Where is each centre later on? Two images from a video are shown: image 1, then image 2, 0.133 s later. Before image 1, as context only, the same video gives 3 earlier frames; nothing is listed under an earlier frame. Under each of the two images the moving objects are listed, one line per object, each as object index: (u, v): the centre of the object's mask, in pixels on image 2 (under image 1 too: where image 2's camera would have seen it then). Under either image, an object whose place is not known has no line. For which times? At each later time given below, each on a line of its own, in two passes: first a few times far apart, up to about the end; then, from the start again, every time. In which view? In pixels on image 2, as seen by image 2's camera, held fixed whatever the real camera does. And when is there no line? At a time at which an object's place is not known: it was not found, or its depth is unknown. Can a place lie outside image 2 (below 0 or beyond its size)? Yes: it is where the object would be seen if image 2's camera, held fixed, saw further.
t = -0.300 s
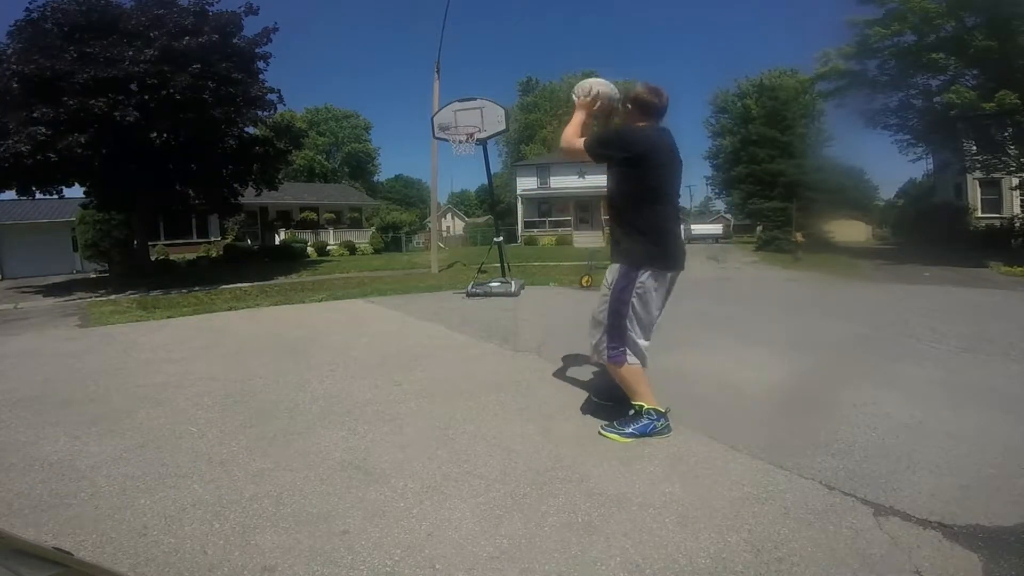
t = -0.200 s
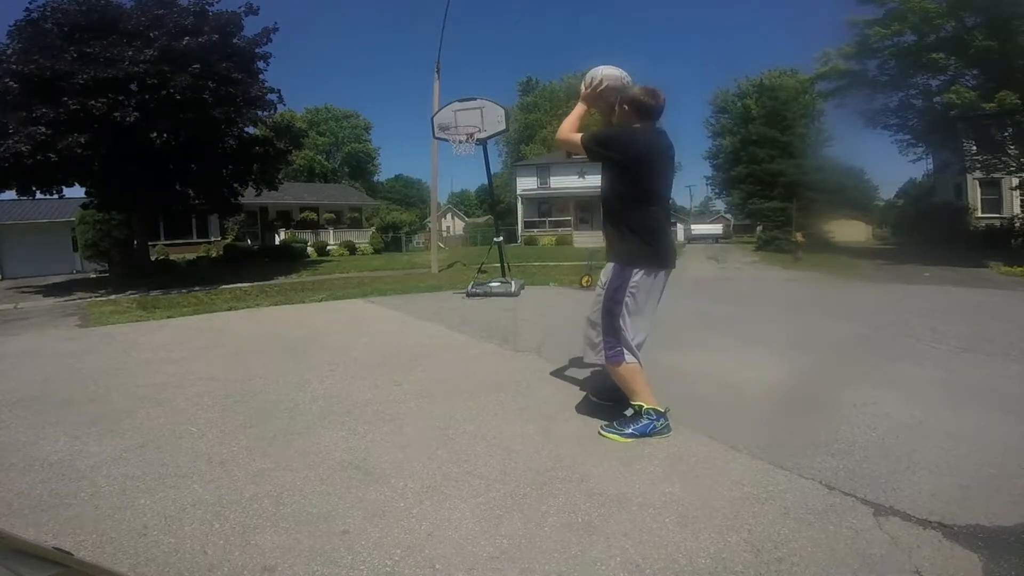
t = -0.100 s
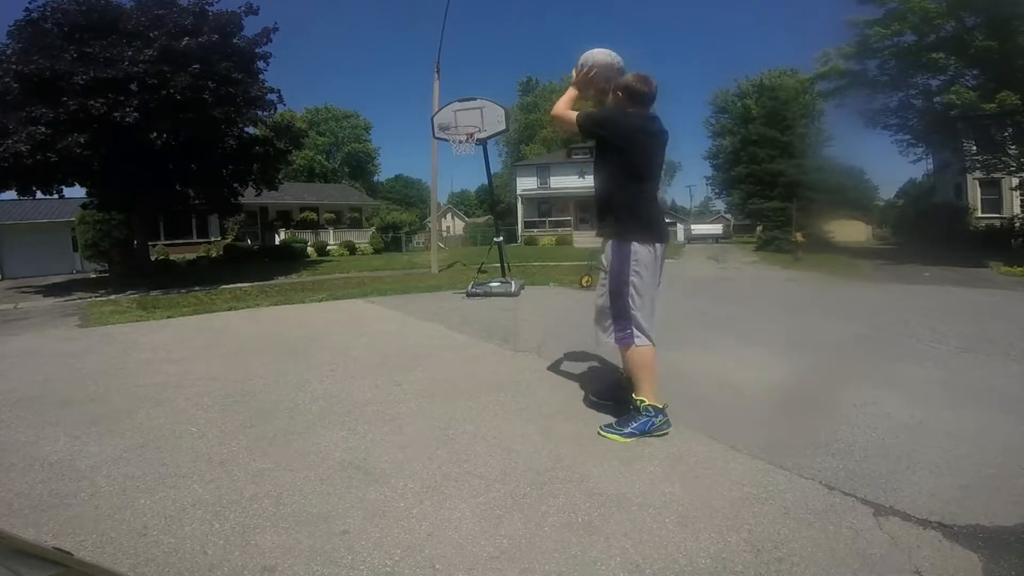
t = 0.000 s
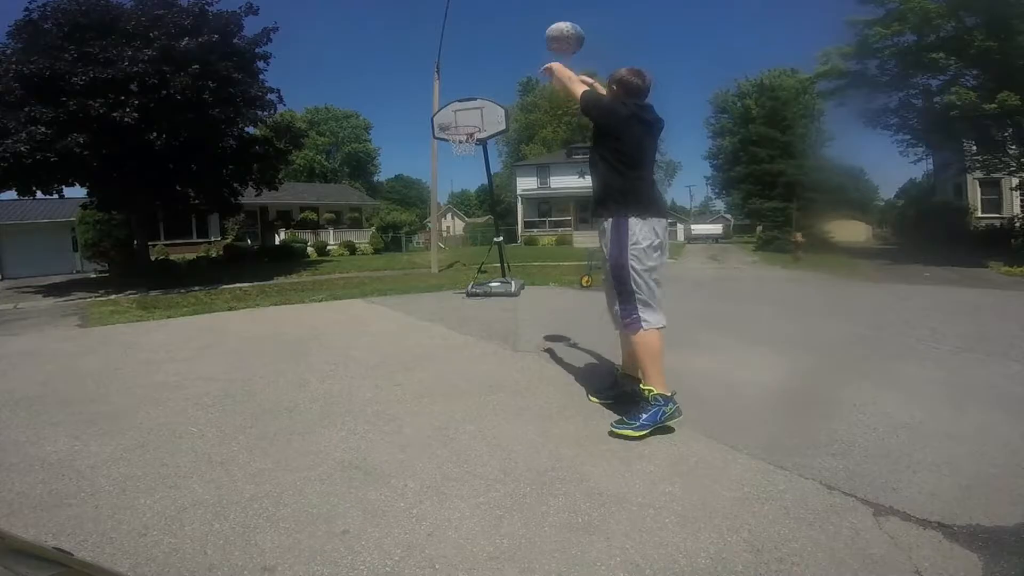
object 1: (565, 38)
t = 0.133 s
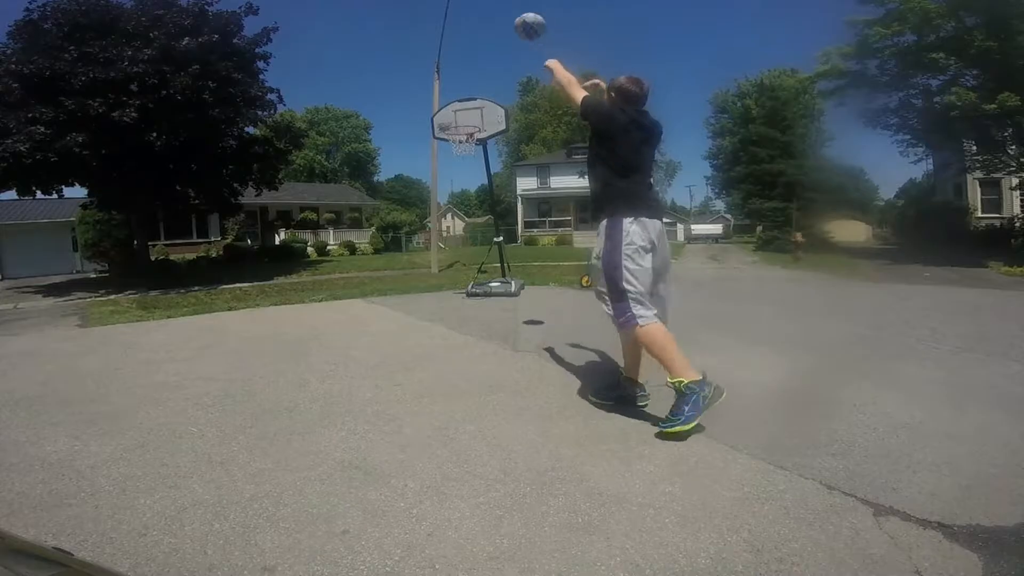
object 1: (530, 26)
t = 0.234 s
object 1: (512, 30)
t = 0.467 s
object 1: (485, 62)
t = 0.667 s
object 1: (469, 110)
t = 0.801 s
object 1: (462, 148)
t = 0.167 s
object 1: (523, 27)
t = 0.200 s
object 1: (518, 28)
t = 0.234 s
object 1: (512, 30)
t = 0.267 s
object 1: (507, 33)
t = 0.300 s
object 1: (502, 36)
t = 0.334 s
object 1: (498, 41)
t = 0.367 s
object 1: (494, 45)
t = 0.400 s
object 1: (491, 51)
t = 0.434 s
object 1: (487, 56)
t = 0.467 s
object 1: (485, 62)
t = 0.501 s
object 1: (481, 69)
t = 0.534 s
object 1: (478, 76)
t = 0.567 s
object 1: (476, 84)
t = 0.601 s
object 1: (474, 92)
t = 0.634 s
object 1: (471, 101)
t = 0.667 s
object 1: (469, 110)
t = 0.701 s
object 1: (467, 119)
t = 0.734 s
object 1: (465, 129)
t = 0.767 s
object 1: (463, 138)
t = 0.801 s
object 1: (462, 148)
